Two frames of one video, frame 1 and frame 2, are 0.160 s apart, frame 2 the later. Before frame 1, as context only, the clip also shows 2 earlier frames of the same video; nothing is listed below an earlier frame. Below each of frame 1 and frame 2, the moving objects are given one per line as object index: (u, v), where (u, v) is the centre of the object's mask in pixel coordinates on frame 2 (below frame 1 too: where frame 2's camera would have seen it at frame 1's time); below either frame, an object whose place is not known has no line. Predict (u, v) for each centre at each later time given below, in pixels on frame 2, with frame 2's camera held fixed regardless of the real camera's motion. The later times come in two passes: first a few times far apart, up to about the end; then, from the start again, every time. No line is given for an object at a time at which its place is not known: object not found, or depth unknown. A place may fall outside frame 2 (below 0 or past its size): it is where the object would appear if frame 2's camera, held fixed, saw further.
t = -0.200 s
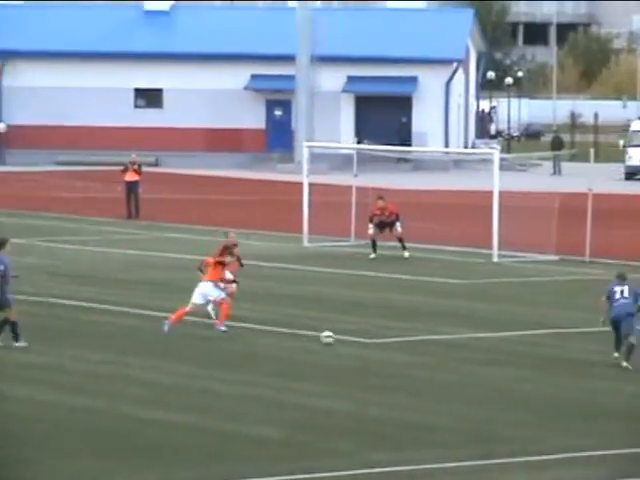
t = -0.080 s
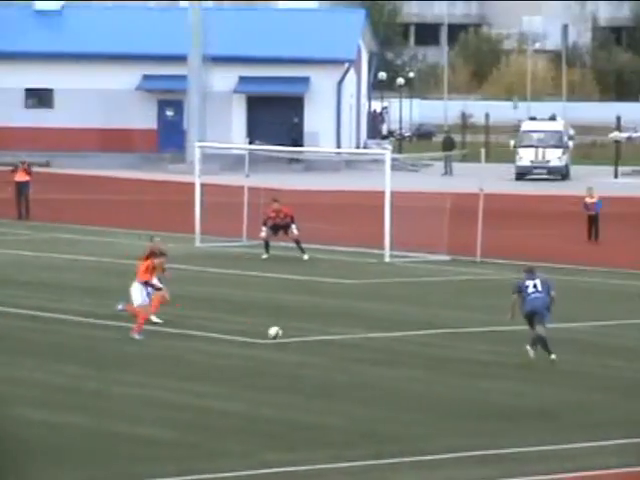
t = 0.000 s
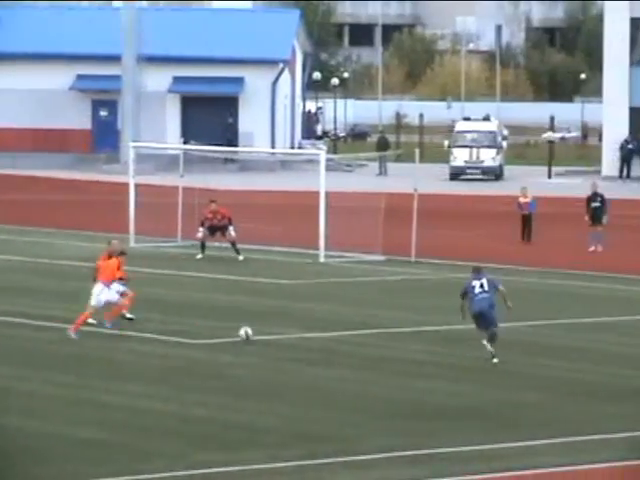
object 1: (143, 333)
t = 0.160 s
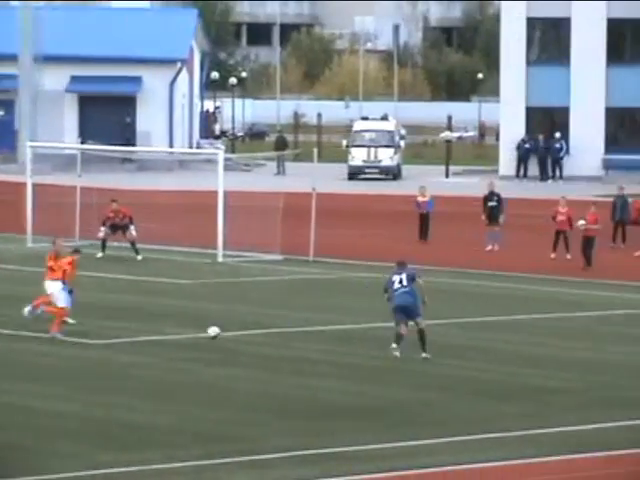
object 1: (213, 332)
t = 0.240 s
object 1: (246, 330)
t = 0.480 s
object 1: (343, 330)
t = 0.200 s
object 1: (228, 330)
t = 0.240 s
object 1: (246, 330)
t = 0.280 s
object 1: (264, 331)
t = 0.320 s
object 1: (279, 332)
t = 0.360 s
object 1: (296, 335)
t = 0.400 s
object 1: (311, 334)
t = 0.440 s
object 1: (327, 332)
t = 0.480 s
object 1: (343, 330)
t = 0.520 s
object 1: (358, 330)
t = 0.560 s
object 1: (375, 330)
